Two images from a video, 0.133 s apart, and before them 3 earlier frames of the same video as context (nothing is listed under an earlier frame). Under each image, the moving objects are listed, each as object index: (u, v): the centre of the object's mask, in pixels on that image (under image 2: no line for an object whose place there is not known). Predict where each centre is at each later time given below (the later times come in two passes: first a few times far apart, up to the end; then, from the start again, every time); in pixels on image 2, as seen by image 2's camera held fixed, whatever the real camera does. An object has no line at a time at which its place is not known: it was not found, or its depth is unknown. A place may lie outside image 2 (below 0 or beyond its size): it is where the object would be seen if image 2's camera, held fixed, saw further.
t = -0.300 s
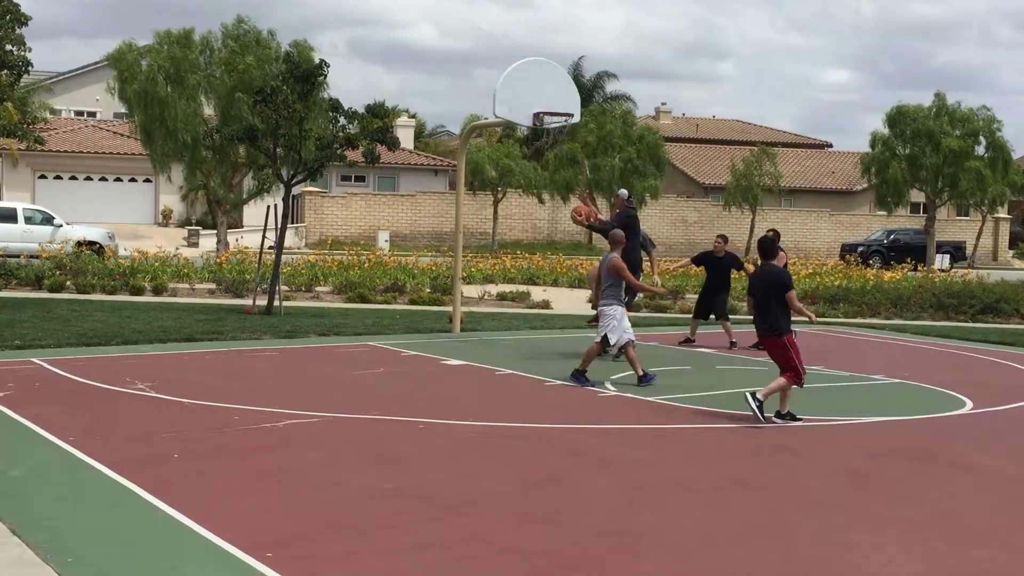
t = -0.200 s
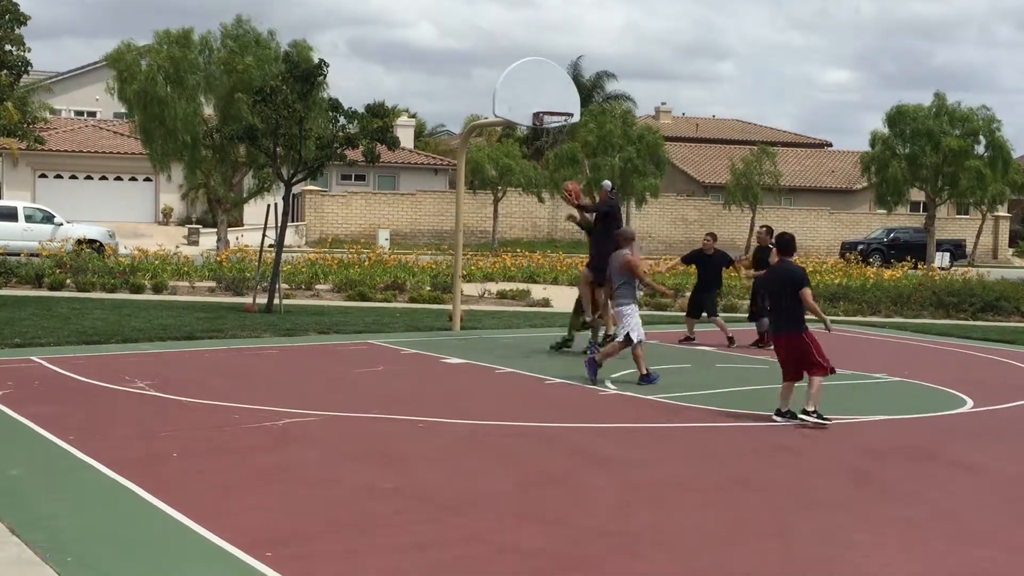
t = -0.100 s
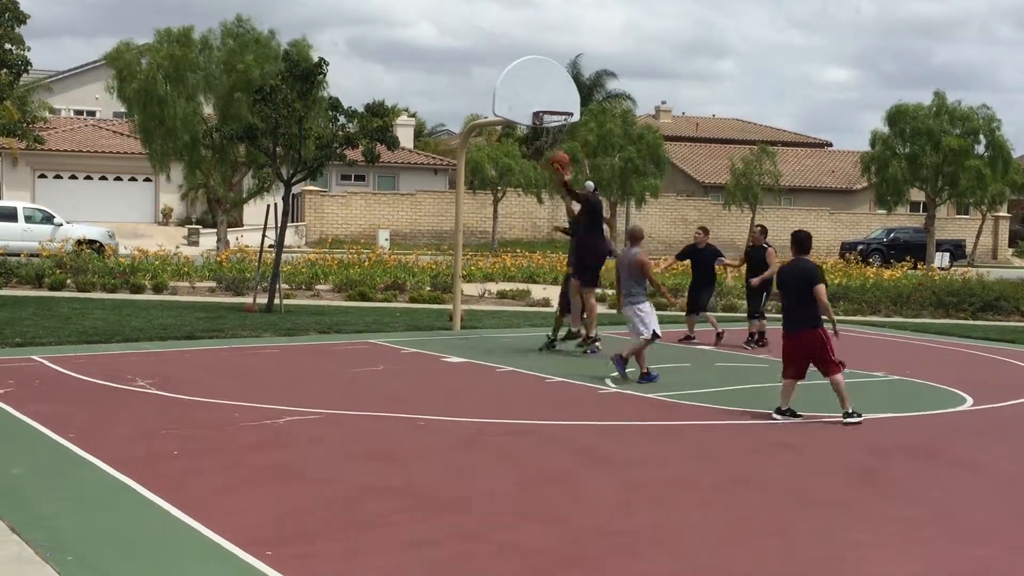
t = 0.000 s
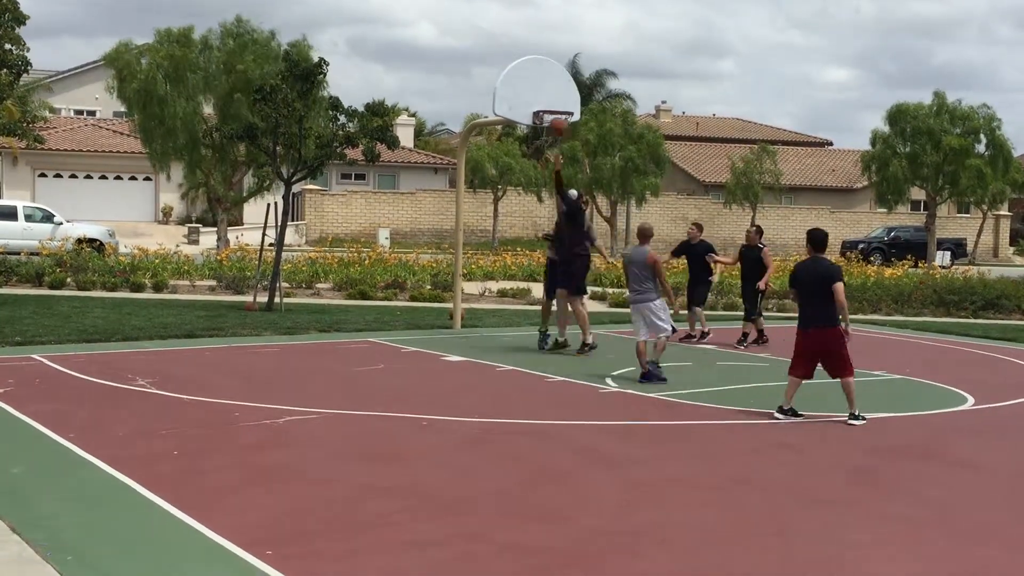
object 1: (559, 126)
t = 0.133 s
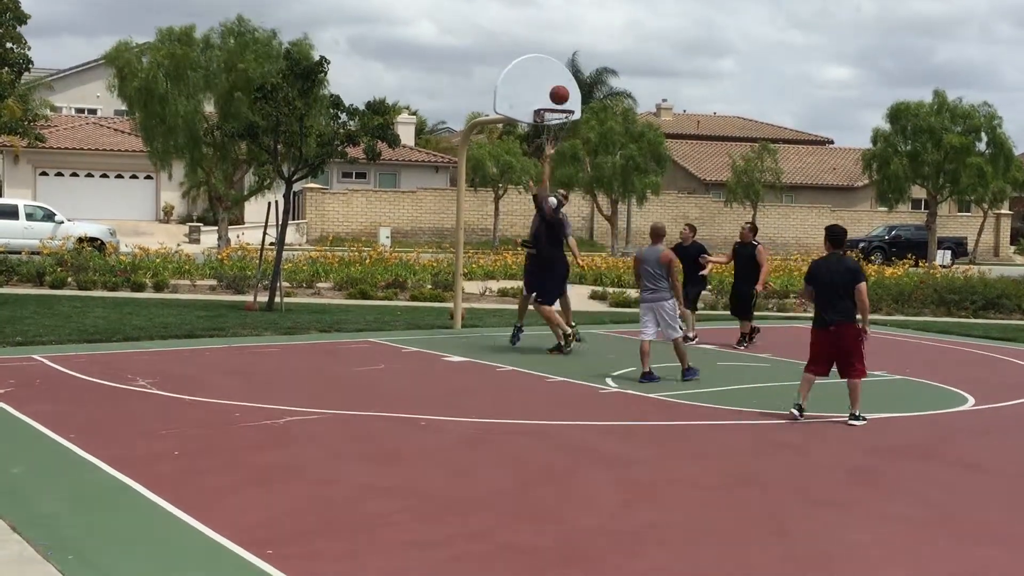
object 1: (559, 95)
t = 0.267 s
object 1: (559, 80)
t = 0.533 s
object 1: (558, 92)
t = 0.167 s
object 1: (559, 89)
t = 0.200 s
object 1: (559, 86)
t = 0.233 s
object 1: (560, 81)
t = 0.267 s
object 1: (559, 80)
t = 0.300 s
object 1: (559, 79)
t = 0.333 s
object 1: (559, 77)
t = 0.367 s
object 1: (559, 78)
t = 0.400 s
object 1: (559, 79)
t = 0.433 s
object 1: (559, 81)
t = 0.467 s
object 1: (559, 84)
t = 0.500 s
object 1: (559, 87)
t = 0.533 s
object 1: (558, 92)
